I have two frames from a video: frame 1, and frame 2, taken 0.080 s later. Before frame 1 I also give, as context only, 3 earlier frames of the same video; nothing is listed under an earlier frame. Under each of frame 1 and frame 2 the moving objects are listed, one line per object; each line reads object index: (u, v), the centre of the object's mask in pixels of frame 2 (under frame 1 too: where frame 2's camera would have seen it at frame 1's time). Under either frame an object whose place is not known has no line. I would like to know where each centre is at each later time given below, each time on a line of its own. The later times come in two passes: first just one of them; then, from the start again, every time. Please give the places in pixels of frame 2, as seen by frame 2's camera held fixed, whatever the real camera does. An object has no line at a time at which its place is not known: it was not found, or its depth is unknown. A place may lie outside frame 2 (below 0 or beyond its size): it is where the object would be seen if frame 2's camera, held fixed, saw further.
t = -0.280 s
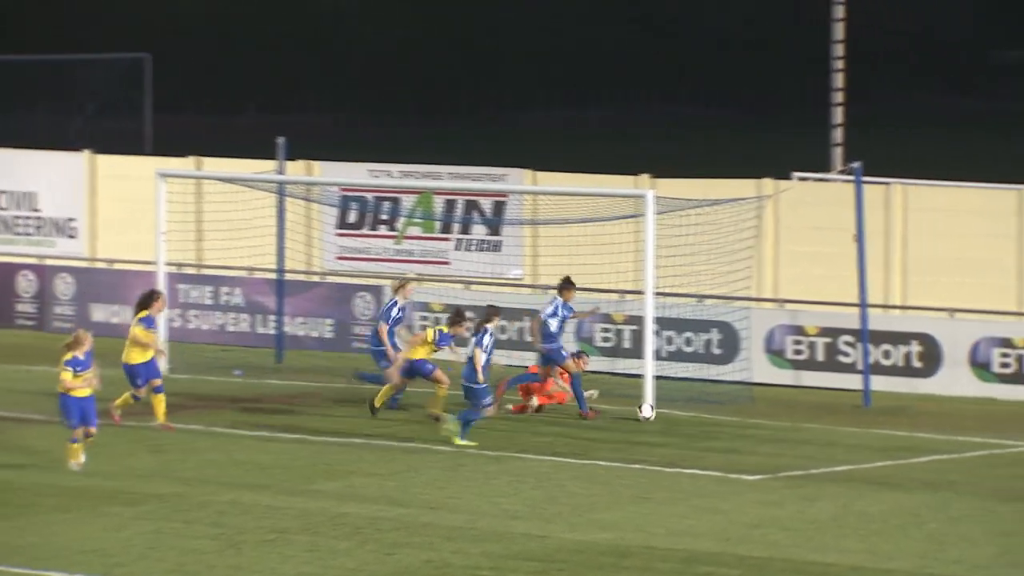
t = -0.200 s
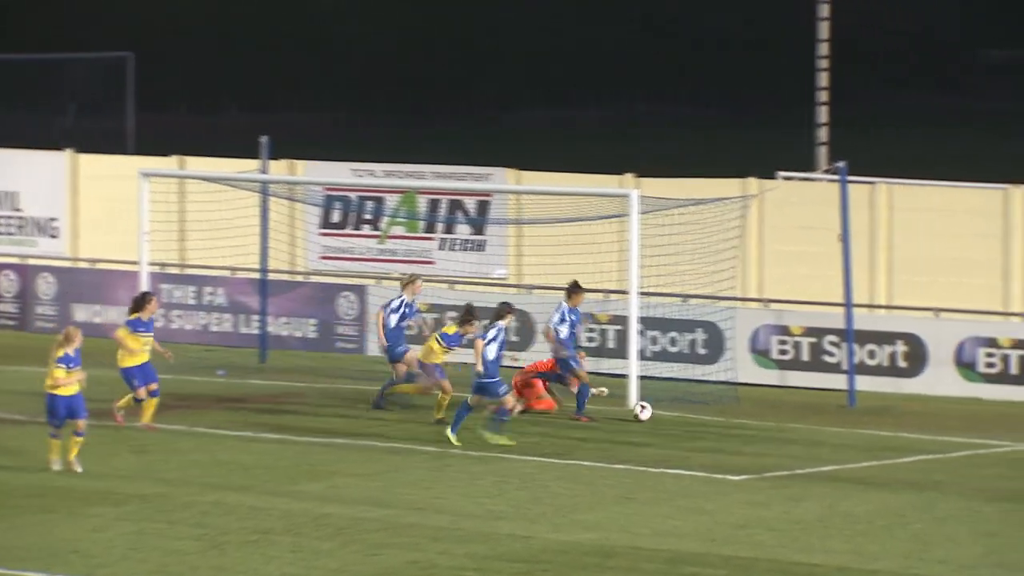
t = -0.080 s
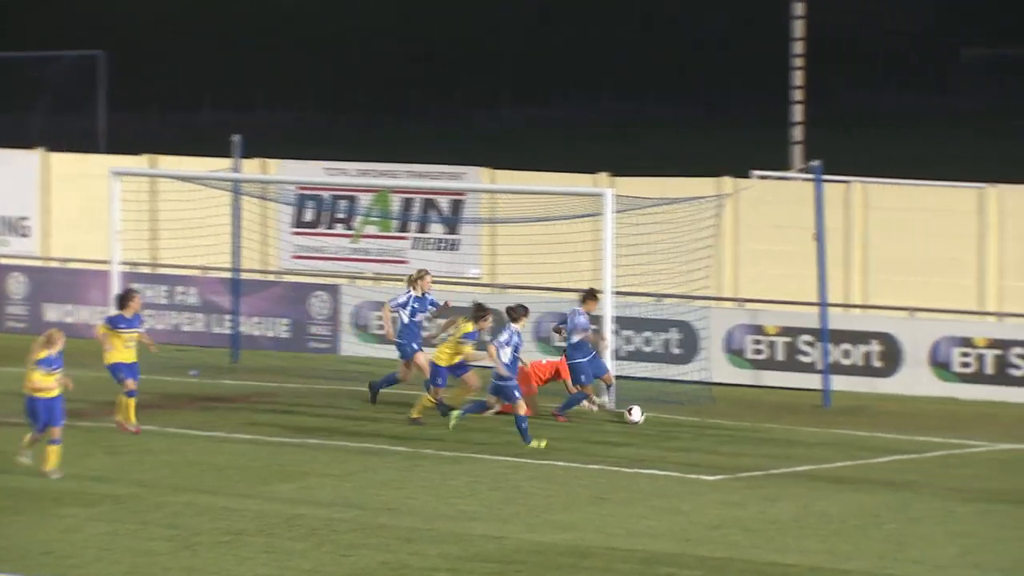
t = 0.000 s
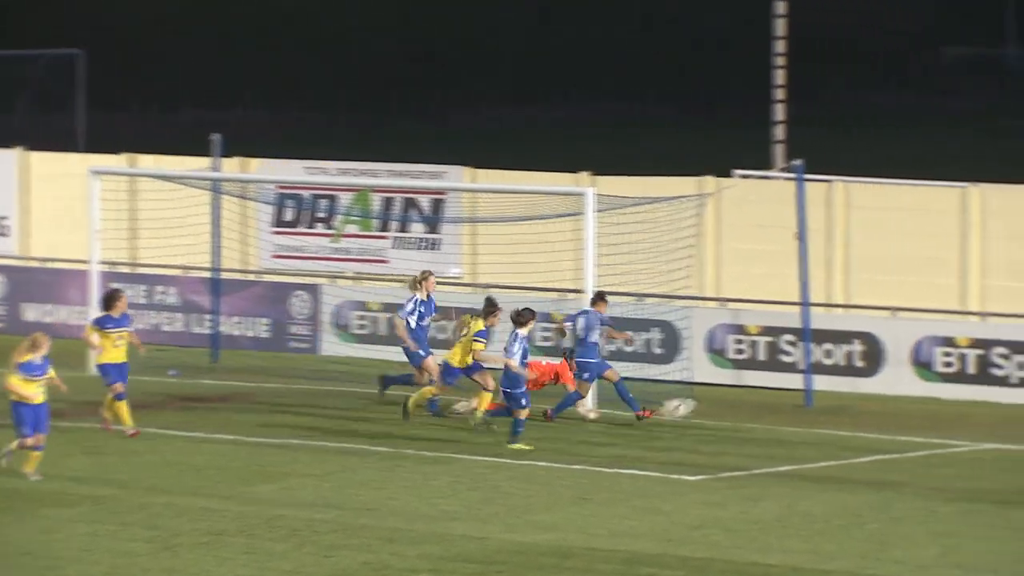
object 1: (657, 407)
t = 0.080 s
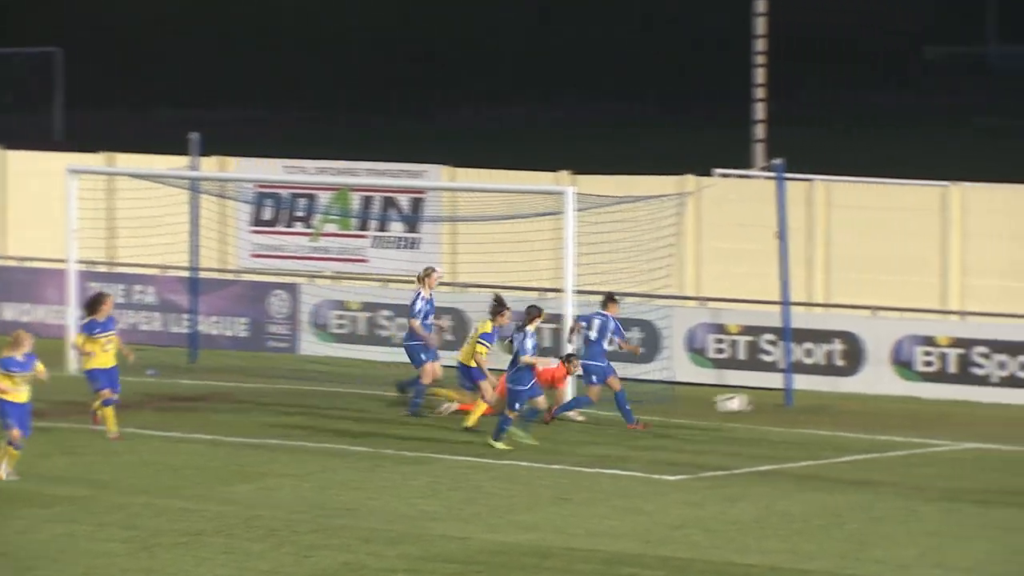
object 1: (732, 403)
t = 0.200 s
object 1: (844, 406)
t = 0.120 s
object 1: (769, 403)
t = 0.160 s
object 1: (807, 404)
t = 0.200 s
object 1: (844, 406)
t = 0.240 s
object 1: (881, 410)
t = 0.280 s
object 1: (920, 416)
